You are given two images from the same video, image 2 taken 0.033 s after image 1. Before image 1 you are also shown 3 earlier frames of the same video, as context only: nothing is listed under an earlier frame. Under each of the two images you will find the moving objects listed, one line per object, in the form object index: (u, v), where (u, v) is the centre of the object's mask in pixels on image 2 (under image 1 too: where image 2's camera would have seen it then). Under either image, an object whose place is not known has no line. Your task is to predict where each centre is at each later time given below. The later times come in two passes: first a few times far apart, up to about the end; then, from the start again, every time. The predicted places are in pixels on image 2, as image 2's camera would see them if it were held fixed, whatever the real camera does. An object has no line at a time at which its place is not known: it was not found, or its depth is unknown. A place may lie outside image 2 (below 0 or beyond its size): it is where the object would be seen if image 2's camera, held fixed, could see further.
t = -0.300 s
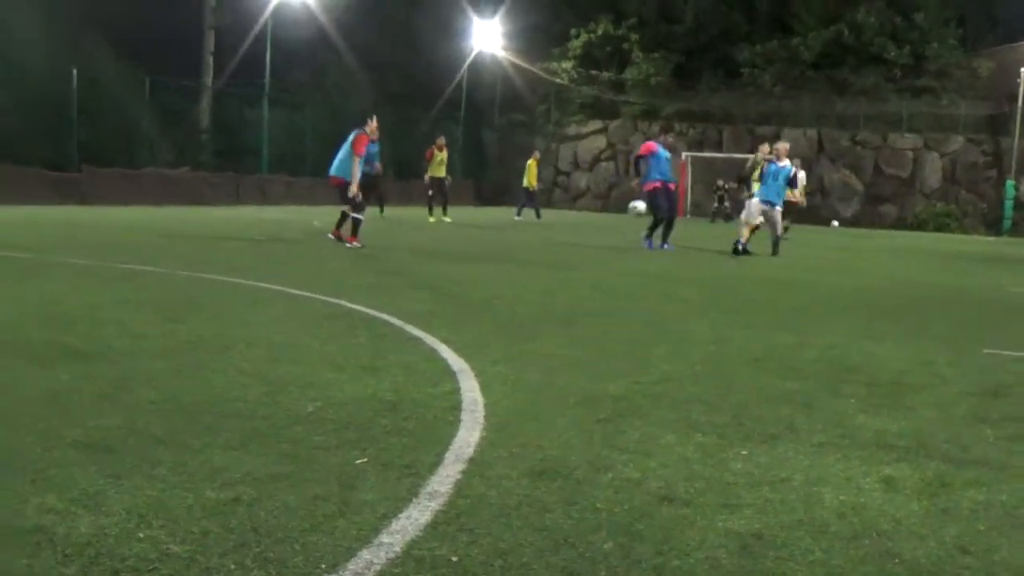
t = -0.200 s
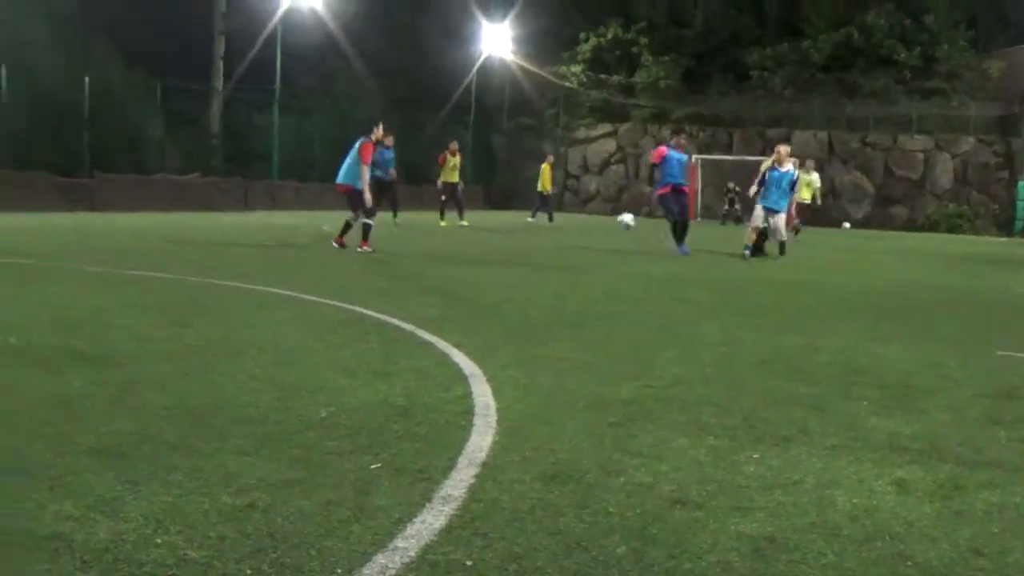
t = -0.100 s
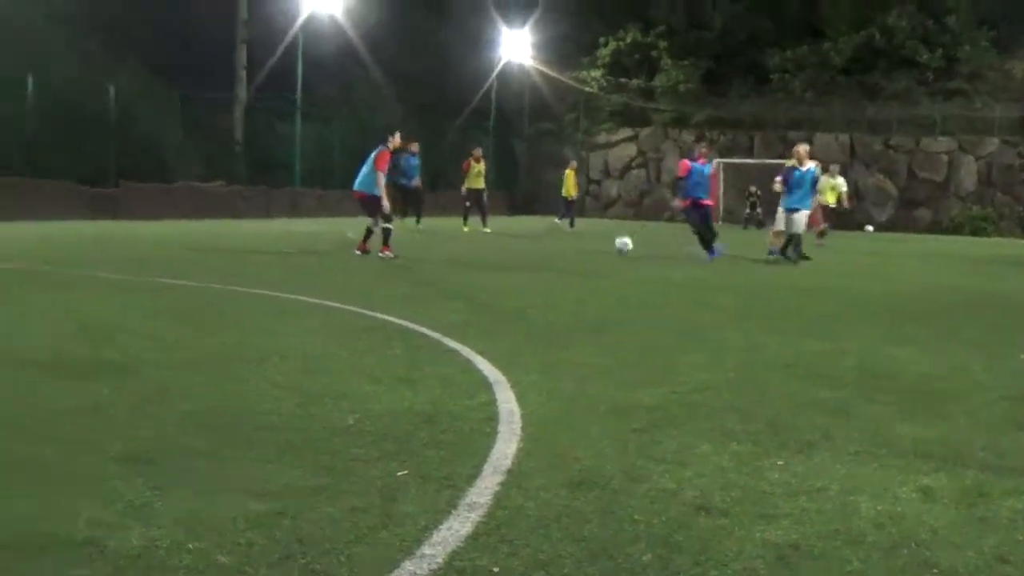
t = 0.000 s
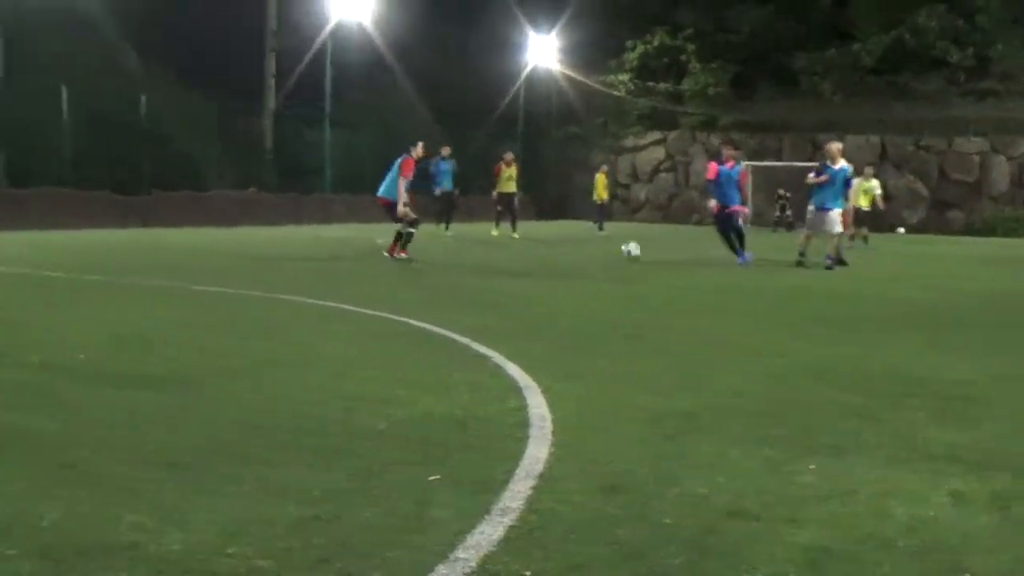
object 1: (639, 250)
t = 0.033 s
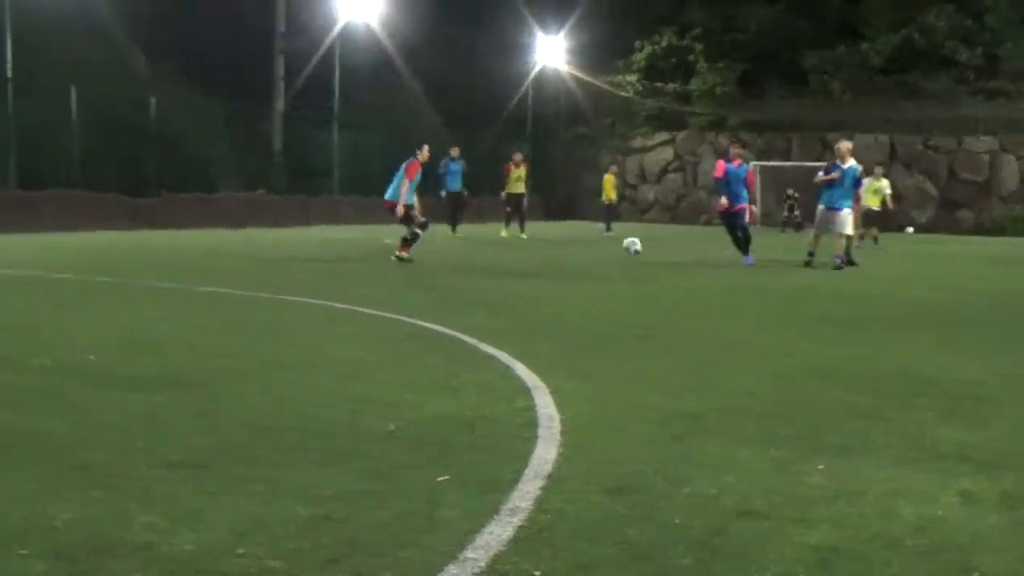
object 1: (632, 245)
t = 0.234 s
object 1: (591, 233)
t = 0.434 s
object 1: (545, 257)
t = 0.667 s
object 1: (489, 244)
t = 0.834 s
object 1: (444, 256)
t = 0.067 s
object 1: (625, 241)
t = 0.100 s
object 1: (618, 237)
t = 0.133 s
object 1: (611, 234)
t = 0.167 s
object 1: (604, 233)
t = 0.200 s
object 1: (598, 233)
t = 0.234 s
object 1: (591, 233)
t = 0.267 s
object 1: (583, 235)
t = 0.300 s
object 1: (576, 237)
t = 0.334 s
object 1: (569, 241)
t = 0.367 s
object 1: (561, 245)
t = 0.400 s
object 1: (553, 250)
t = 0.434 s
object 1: (545, 257)
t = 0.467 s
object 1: (537, 261)
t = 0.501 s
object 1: (530, 256)
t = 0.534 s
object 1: (521, 251)
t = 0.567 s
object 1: (513, 247)
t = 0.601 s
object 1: (505, 245)
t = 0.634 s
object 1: (497, 244)
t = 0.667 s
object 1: (489, 244)
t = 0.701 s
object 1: (481, 244)
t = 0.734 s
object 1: (472, 245)
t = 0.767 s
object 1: (463, 248)
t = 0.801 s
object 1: (454, 251)
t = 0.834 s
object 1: (444, 256)
